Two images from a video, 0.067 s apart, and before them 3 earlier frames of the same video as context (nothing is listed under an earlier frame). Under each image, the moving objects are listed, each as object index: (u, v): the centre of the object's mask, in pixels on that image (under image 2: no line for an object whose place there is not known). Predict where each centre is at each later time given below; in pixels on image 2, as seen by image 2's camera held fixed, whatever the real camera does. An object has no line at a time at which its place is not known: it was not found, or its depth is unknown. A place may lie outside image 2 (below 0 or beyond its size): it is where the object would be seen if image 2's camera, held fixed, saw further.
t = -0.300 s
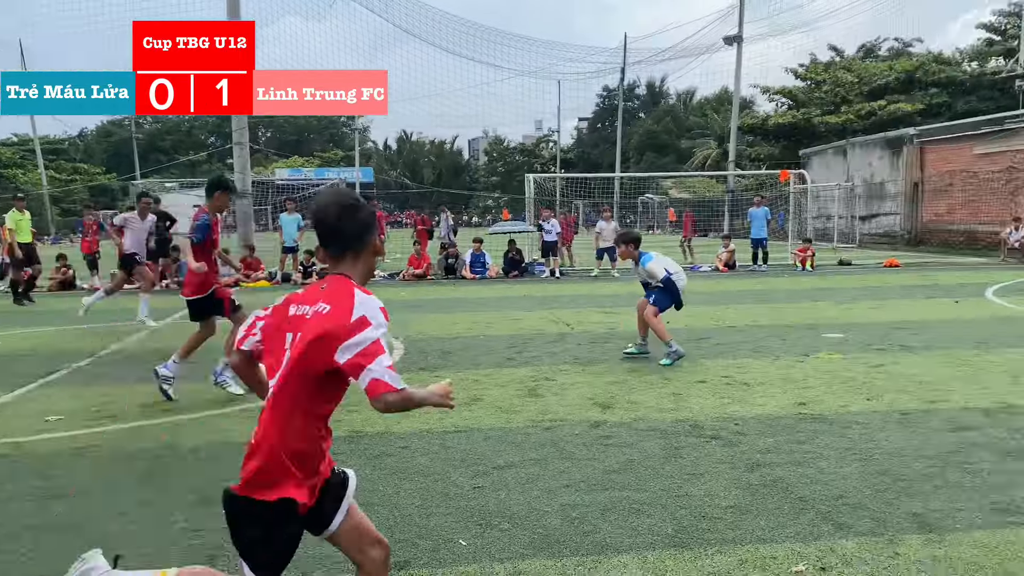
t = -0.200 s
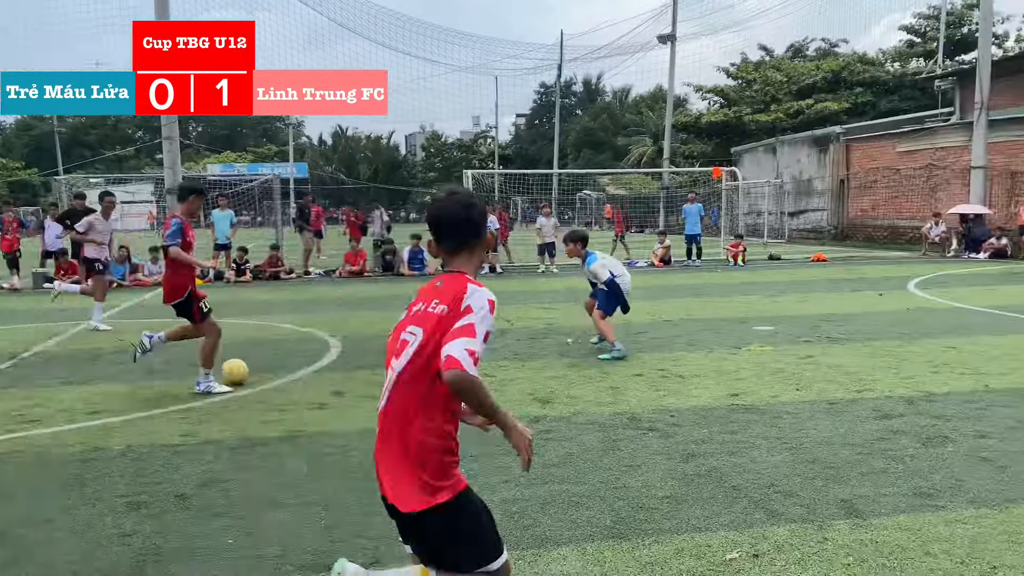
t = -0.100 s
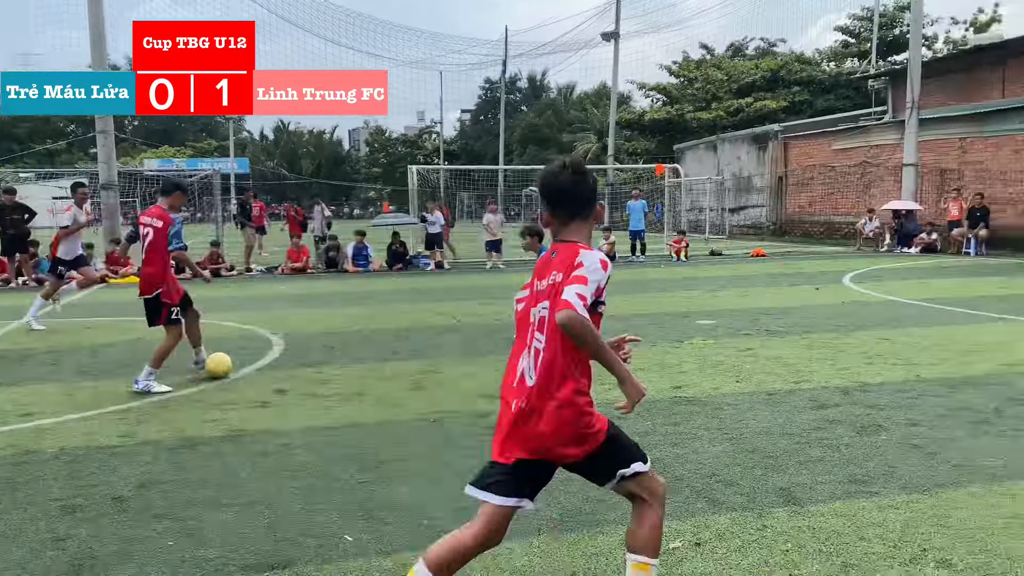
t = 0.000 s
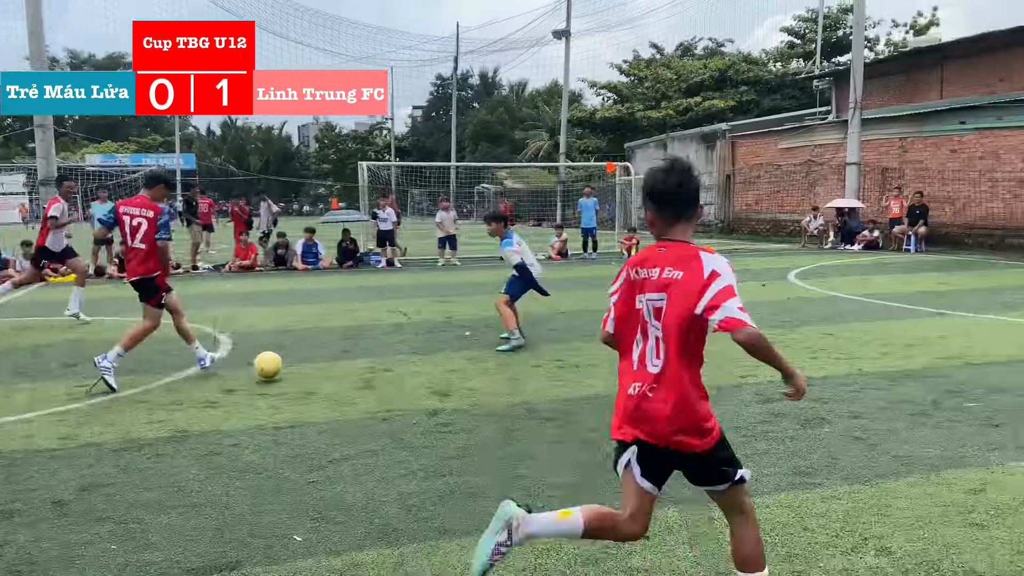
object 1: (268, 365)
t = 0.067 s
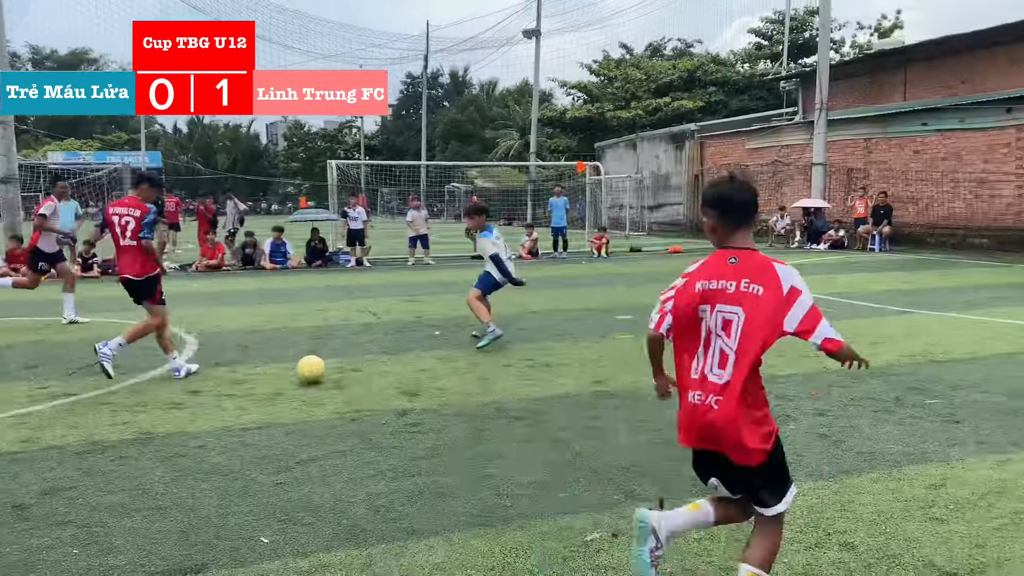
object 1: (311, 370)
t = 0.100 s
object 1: (346, 368)
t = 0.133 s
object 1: (383, 368)
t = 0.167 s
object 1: (419, 369)
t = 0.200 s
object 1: (456, 372)
